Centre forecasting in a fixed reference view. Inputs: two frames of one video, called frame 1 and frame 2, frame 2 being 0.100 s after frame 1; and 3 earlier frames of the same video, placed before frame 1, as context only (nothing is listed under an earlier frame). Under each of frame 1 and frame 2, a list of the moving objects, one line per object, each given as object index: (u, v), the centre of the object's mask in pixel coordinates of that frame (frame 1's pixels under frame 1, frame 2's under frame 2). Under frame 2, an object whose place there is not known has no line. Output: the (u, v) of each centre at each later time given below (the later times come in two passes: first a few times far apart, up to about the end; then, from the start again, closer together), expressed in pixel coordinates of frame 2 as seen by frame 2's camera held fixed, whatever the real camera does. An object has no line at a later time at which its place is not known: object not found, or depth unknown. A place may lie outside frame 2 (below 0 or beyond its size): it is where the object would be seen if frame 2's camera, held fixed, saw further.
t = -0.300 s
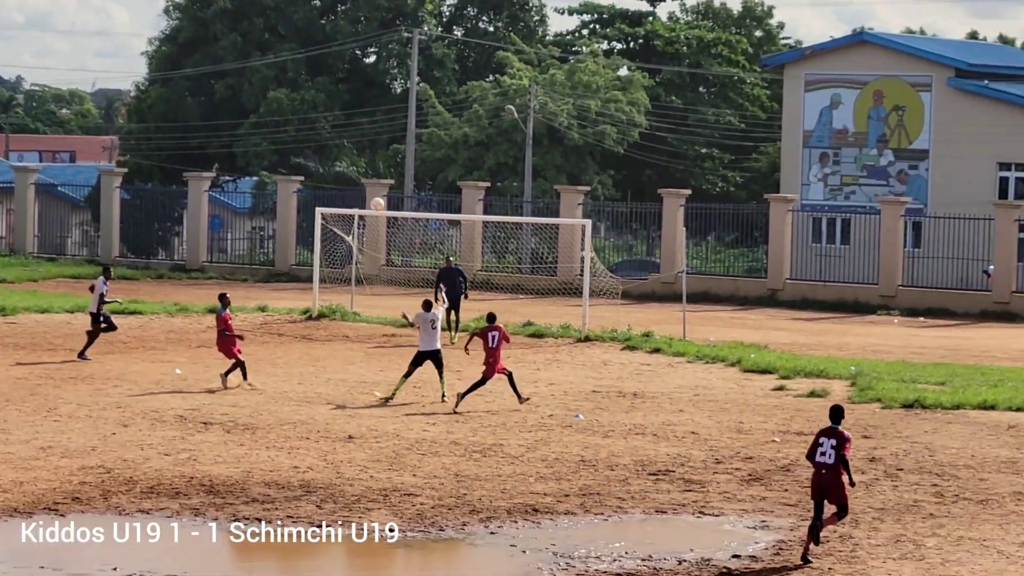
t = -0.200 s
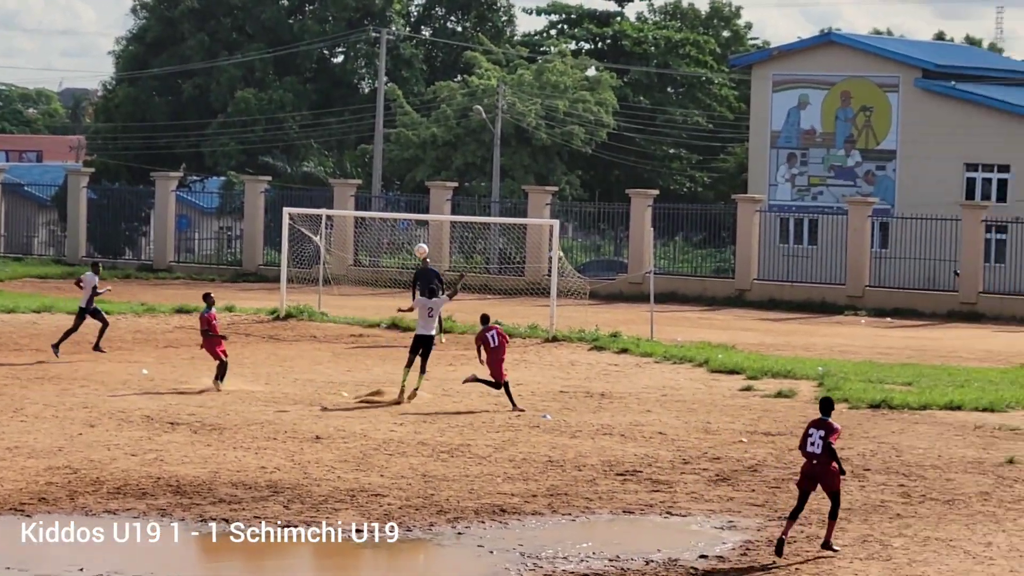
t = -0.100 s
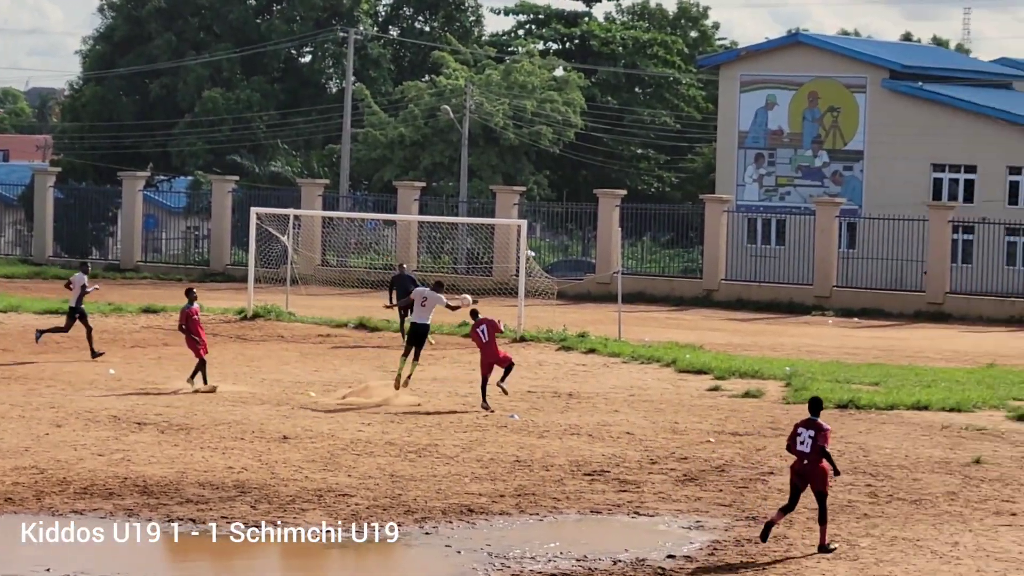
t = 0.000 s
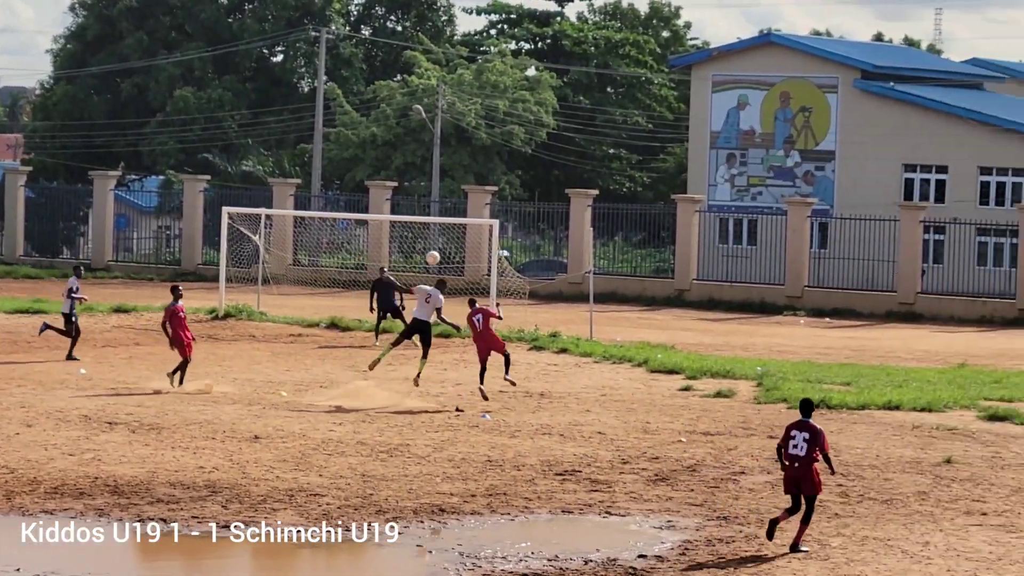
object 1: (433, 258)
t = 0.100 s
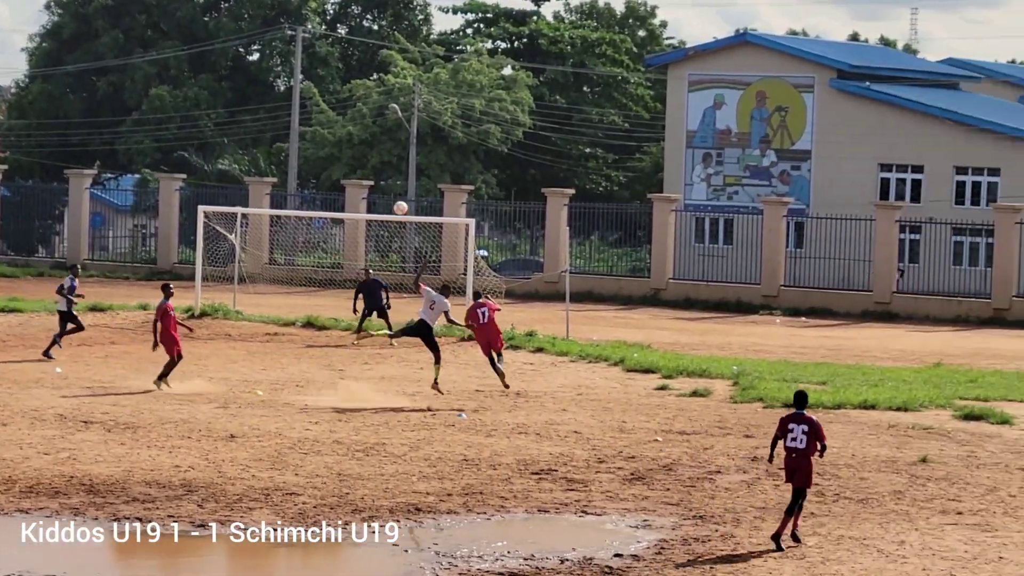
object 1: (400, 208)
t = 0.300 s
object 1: (384, 132)
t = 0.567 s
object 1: (364, 71)
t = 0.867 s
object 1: (343, 48)
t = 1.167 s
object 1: (324, 68)
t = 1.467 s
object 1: (305, 128)
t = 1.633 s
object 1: (295, 175)
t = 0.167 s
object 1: (395, 180)
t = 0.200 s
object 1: (392, 167)
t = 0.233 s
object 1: (389, 155)
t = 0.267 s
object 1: (387, 143)
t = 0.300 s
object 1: (384, 132)
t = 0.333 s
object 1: (381, 123)
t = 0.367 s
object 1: (379, 113)
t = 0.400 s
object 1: (376, 104)
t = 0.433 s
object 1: (374, 96)
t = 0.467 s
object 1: (371, 89)
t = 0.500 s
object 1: (369, 82)
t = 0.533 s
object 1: (366, 76)
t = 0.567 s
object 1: (364, 71)
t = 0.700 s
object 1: (354, 55)
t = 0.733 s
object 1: (352, 52)
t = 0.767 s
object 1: (350, 51)
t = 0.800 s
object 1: (348, 49)
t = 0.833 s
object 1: (345, 48)
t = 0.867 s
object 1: (343, 48)
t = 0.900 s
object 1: (341, 48)
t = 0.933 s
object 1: (339, 49)
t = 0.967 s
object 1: (337, 50)
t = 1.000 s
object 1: (335, 52)
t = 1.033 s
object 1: (332, 54)
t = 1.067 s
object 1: (330, 57)
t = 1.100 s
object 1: (328, 60)
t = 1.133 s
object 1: (326, 64)
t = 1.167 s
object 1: (324, 68)
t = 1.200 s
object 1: (322, 73)
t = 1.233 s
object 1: (320, 79)
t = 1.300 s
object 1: (315, 90)
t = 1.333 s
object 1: (313, 97)
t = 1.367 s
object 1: (312, 104)
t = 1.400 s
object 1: (309, 112)
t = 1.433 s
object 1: (307, 119)
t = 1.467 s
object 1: (305, 128)
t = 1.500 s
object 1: (303, 136)
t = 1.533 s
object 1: (301, 146)
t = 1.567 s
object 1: (299, 155)
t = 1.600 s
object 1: (297, 165)
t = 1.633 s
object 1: (295, 175)
